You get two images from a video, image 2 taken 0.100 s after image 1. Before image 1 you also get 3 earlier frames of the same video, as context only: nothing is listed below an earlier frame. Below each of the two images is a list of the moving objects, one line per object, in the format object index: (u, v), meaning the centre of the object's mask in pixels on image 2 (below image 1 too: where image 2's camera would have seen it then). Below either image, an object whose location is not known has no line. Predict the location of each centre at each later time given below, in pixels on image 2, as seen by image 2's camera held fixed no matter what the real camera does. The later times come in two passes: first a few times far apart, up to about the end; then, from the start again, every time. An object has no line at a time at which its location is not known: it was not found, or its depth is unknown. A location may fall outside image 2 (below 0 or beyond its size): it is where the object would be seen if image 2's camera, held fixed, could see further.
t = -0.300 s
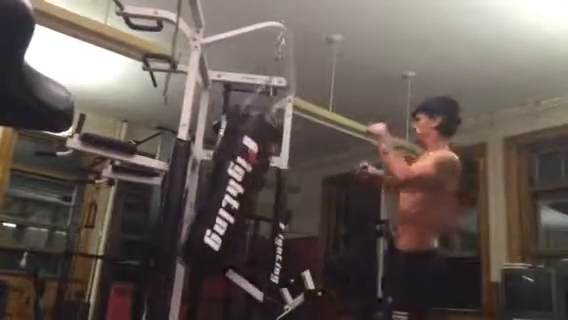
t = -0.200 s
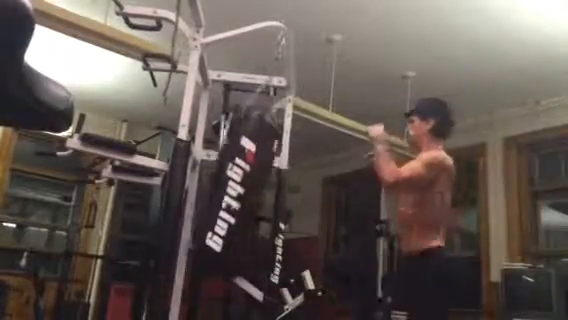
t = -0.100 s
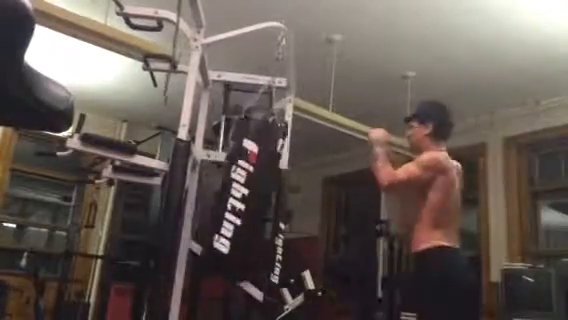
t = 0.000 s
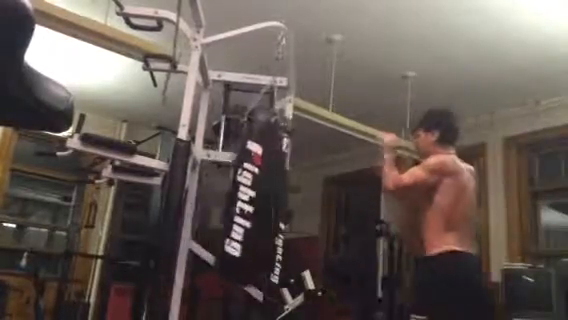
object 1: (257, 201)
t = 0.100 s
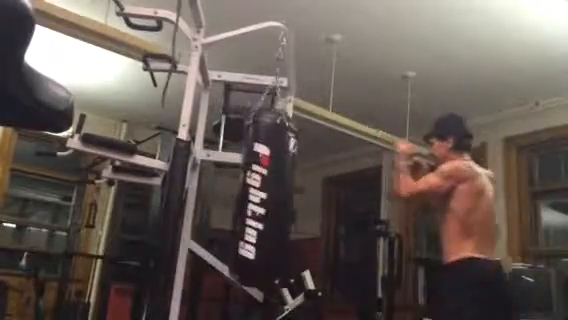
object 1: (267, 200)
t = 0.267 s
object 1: (282, 201)
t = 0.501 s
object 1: (296, 198)
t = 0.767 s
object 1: (300, 199)
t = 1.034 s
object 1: (284, 200)
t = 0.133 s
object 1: (270, 201)
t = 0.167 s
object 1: (274, 200)
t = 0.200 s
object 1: (276, 200)
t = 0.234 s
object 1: (279, 201)
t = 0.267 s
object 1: (282, 201)
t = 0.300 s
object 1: (283, 203)
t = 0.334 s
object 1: (286, 204)
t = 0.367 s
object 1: (289, 200)
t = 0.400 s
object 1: (291, 199)
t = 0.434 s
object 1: (293, 198)
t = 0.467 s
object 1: (294, 197)
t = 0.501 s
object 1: (296, 198)
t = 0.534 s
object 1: (297, 198)
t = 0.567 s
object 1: (298, 197)
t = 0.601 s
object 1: (300, 198)
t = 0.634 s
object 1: (301, 199)
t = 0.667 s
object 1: (301, 199)
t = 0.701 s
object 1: (301, 199)
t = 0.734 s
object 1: (300, 199)
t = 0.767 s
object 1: (300, 199)
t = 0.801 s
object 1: (299, 199)
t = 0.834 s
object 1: (298, 199)
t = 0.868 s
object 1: (298, 201)
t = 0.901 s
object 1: (297, 201)
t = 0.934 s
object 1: (292, 198)
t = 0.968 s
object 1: (289, 199)
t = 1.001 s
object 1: (287, 201)
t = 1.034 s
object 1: (284, 200)
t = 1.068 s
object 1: (279, 200)
